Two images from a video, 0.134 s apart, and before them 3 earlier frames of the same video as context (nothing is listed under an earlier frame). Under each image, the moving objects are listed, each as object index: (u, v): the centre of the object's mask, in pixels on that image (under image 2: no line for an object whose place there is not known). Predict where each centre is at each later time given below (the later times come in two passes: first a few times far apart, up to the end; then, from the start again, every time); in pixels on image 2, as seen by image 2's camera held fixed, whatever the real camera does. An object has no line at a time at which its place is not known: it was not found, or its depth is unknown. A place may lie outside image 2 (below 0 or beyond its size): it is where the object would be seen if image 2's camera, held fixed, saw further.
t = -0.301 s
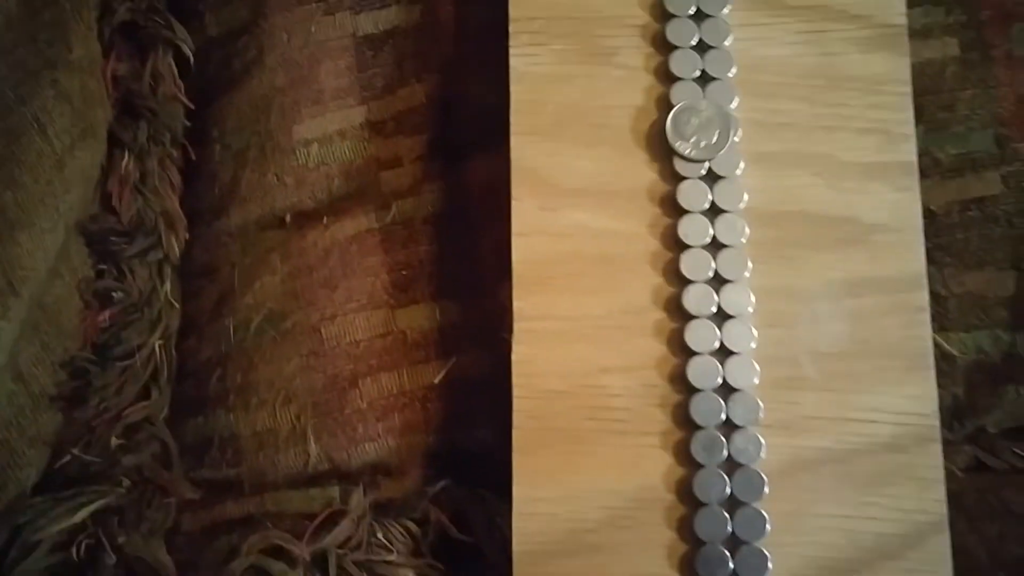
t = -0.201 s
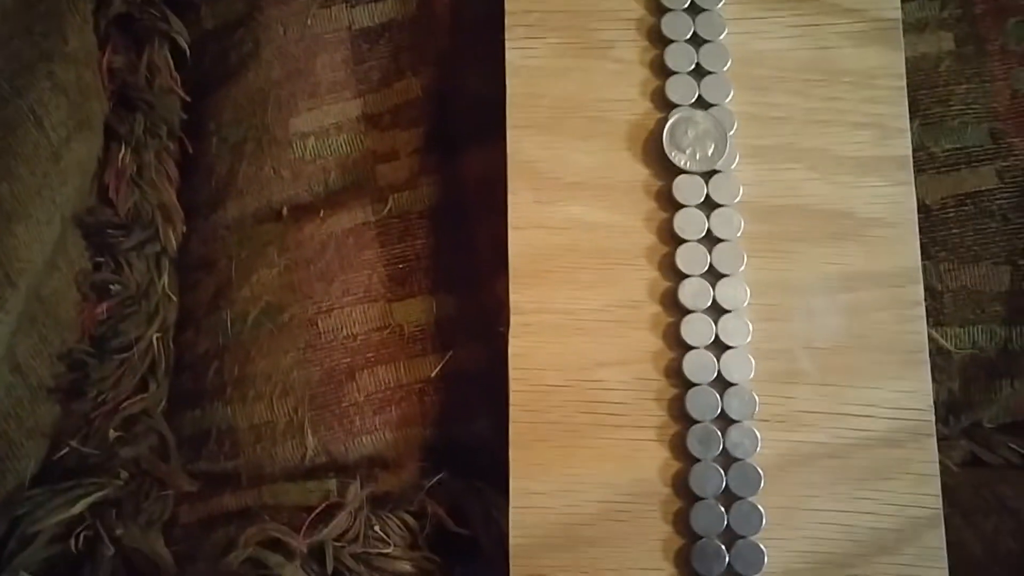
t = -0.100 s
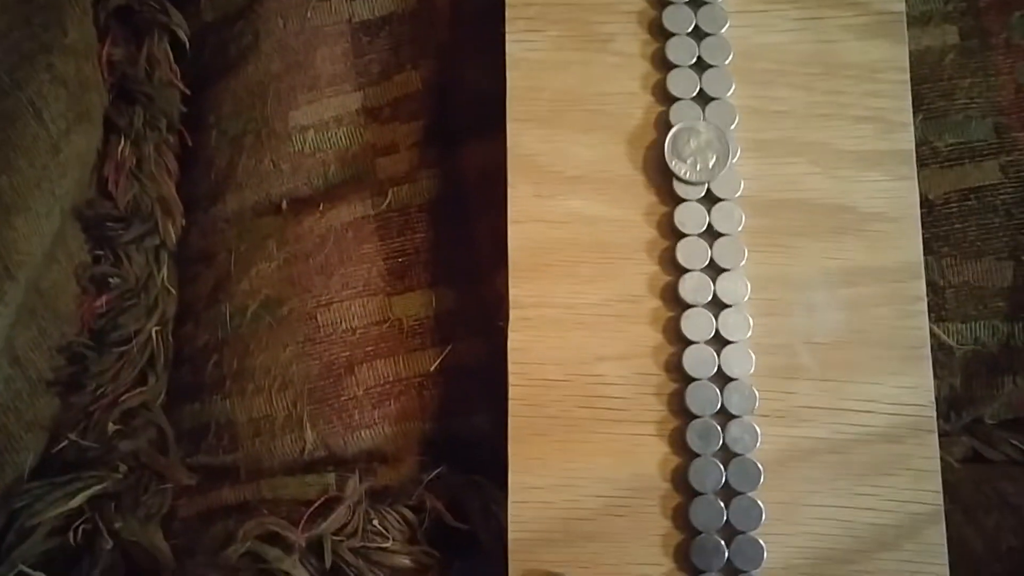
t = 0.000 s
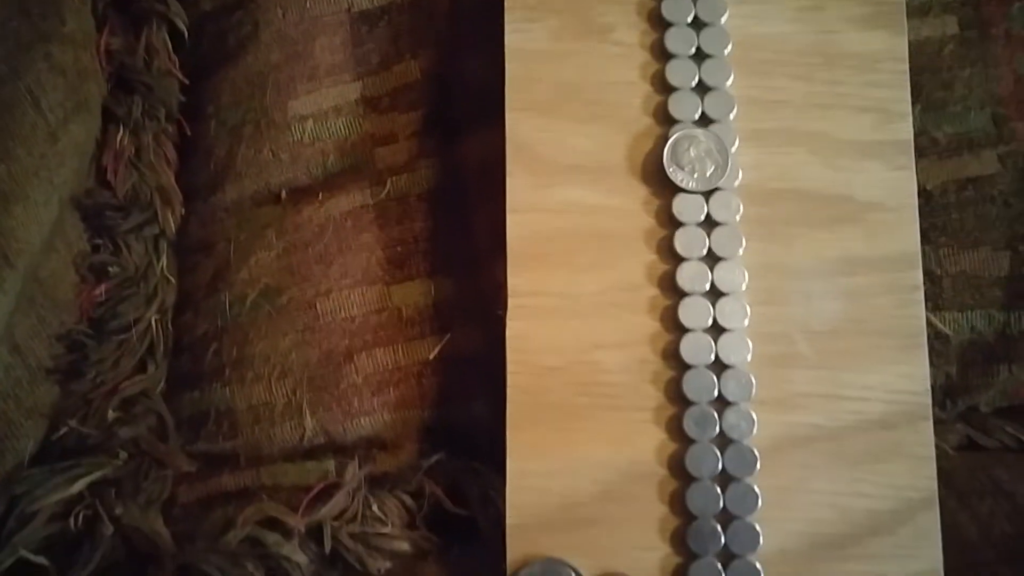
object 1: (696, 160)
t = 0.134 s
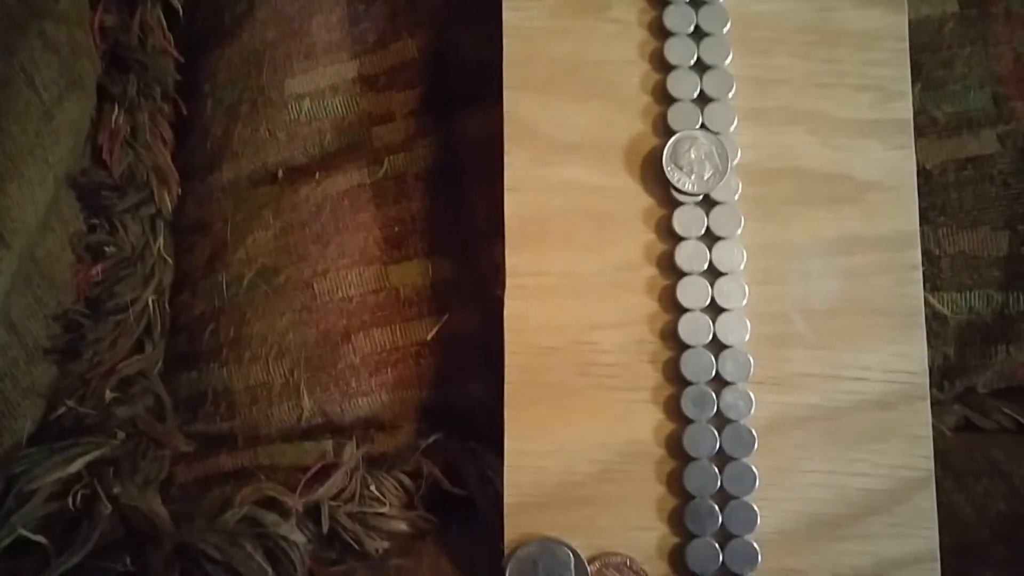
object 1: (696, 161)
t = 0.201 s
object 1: (696, 174)
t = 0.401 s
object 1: (697, 208)
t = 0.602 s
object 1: (697, 248)
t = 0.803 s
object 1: (697, 286)
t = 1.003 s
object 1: (698, 324)
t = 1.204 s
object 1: (697, 360)
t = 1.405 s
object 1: (697, 401)
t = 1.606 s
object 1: (696, 440)
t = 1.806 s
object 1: (695, 480)
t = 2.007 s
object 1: (690, 530)
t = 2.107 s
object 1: (683, 571)
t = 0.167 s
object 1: (696, 168)
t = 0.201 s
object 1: (696, 174)
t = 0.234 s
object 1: (696, 179)
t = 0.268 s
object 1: (695, 184)
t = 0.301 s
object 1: (697, 191)
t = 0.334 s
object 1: (697, 197)
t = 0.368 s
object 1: (697, 203)
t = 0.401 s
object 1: (697, 208)
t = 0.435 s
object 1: (697, 214)
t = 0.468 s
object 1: (696, 220)
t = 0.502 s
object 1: (697, 227)
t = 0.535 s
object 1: (697, 234)
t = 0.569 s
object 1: (697, 241)
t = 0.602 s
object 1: (697, 248)
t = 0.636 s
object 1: (696, 253)
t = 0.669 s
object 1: (696, 258)
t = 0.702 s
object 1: (697, 265)
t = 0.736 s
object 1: (697, 272)
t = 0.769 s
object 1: (697, 280)
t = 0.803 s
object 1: (697, 286)
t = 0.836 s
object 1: (697, 292)
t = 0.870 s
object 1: (697, 298)
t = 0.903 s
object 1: (698, 304)
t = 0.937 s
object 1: (698, 310)
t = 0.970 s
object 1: (698, 319)
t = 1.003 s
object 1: (698, 324)
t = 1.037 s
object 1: (698, 330)
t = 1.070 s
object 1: (699, 336)
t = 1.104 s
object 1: (698, 341)
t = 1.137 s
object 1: (698, 347)
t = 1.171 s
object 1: (698, 354)
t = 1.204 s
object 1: (697, 360)
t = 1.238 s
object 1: (697, 366)
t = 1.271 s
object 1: (697, 372)
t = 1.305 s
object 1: (698, 380)
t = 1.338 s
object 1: (698, 387)
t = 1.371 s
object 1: (698, 395)
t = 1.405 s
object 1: (697, 401)
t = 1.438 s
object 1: (697, 406)
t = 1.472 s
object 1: (697, 413)
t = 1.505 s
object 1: (697, 420)
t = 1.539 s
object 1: (697, 428)
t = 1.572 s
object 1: (696, 434)
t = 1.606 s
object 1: (696, 440)
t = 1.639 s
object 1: (696, 446)
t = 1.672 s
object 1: (695, 454)
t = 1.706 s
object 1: (695, 460)
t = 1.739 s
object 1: (695, 468)
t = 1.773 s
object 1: (695, 474)
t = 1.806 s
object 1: (695, 480)
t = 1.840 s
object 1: (694, 487)
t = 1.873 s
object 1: (693, 495)
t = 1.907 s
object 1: (692, 504)
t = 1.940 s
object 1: (691, 512)
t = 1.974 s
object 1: (691, 520)
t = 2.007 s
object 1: (690, 530)
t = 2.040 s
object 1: (689, 541)
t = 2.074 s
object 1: (686, 553)
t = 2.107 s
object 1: (683, 571)
